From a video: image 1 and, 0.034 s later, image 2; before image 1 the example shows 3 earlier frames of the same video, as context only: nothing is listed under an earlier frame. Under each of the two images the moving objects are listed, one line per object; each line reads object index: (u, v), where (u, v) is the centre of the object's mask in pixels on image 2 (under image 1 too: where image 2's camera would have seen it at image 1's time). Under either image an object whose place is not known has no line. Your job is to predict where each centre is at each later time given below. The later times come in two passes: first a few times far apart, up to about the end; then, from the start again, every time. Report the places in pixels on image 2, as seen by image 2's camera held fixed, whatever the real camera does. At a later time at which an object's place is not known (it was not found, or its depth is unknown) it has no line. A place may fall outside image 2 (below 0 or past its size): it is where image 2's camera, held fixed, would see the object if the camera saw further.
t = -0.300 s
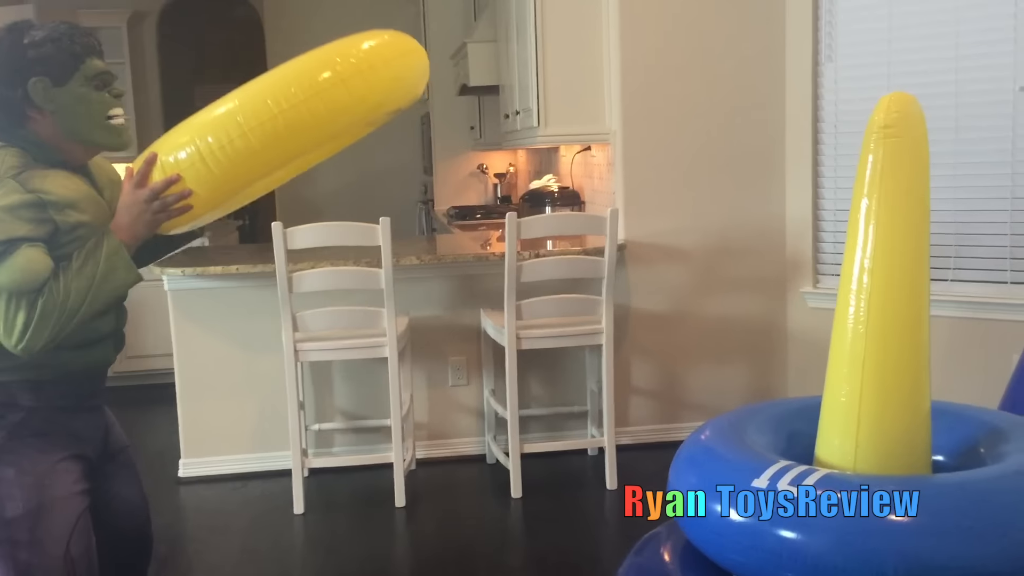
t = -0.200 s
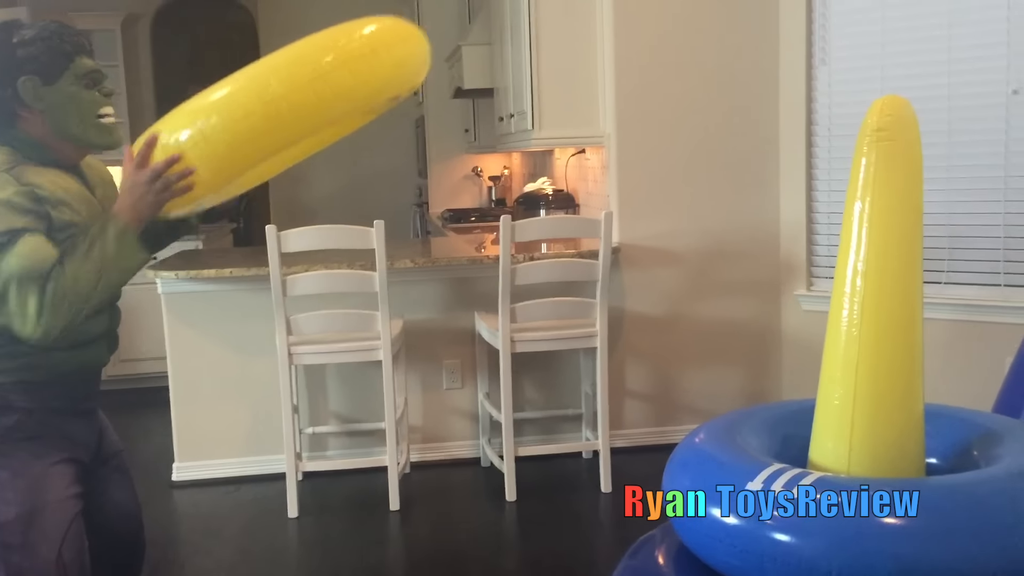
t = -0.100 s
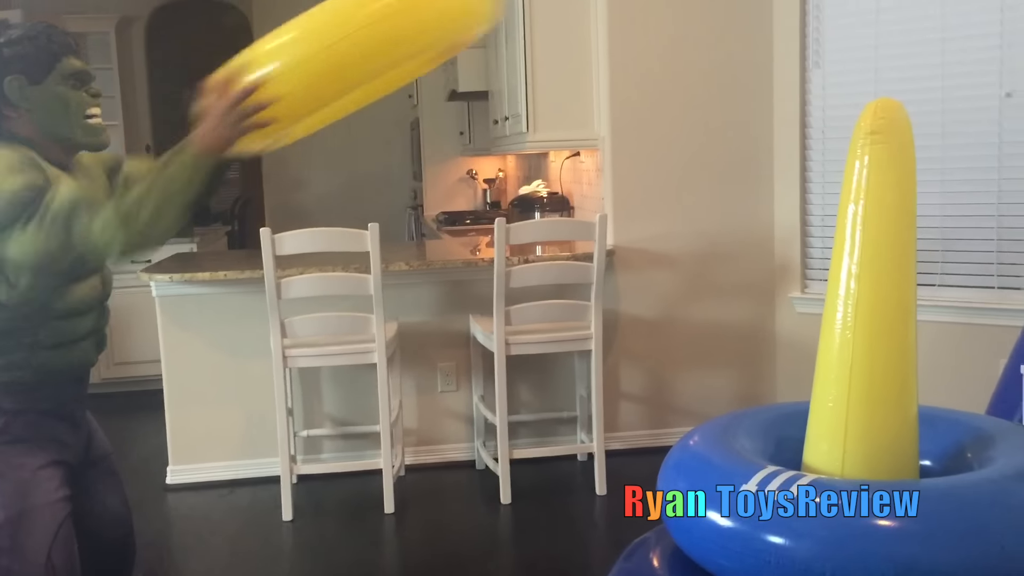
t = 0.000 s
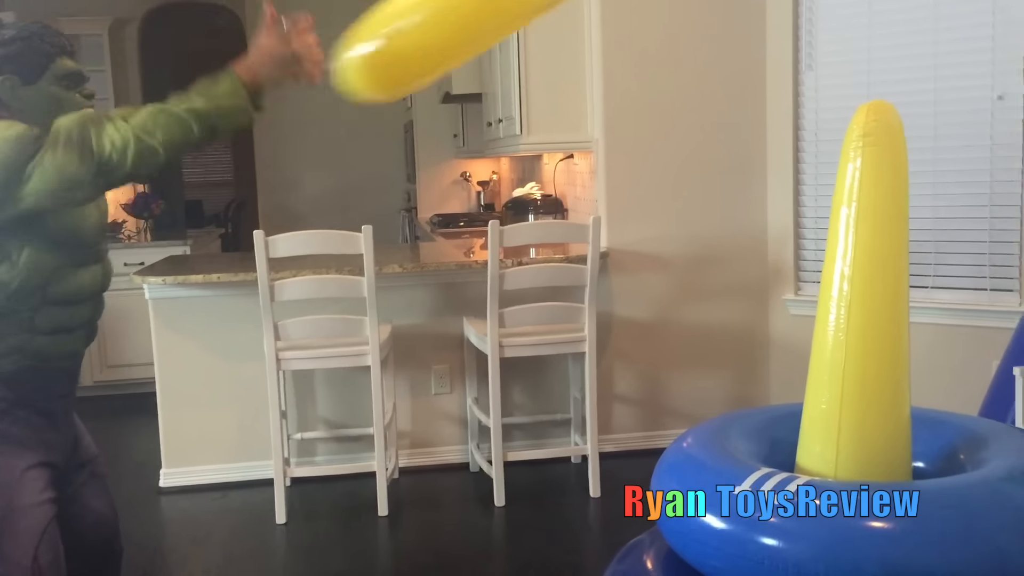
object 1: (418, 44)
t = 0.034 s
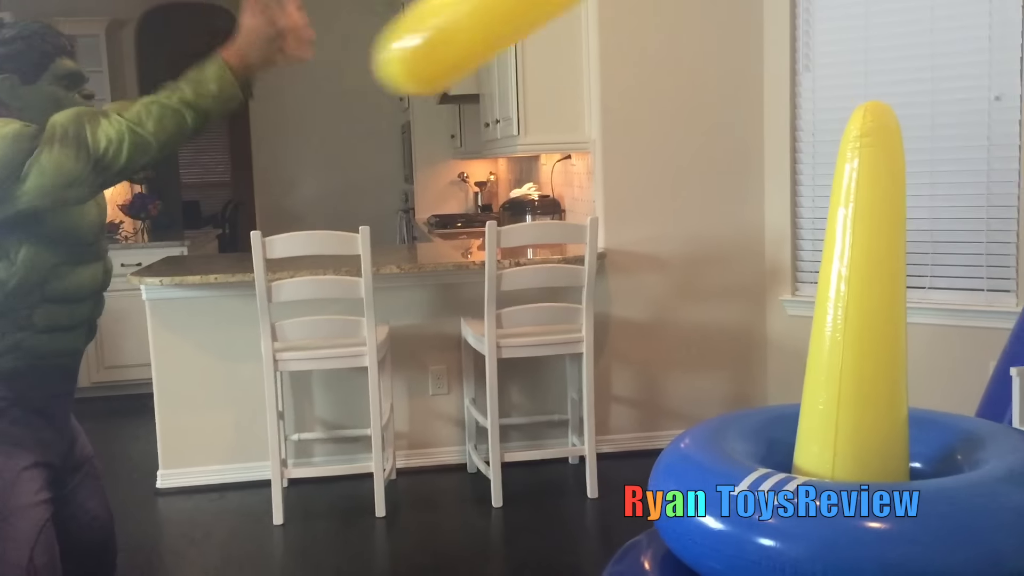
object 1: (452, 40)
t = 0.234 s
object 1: (709, 55)
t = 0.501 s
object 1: (924, 186)
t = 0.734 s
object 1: (868, 344)
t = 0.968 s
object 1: (831, 422)
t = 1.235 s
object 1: (836, 427)
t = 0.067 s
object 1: (493, 39)
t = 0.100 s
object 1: (538, 38)
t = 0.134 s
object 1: (586, 39)
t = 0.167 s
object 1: (629, 43)
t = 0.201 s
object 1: (672, 48)
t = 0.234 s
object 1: (709, 55)
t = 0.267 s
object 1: (748, 63)
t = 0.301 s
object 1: (786, 73)
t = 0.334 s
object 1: (820, 84)
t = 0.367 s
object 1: (853, 98)
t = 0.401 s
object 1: (882, 117)
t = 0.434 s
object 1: (904, 137)
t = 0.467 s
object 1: (912, 158)
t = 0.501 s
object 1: (924, 186)
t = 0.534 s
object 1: (925, 209)
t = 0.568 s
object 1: (919, 232)
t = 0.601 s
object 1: (912, 255)
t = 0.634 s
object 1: (901, 279)
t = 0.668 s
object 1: (891, 303)
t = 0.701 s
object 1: (881, 327)
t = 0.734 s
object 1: (868, 344)
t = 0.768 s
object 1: (864, 353)
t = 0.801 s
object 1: (860, 361)
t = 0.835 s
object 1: (852, 367)
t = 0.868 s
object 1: (846, 378)
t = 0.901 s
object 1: (838, 392)
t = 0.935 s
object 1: (833, 407)
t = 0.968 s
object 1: (831, 422)
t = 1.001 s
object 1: (831, 426)
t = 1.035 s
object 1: (831, 420)
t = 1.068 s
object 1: (833, 417)
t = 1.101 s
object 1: (835, 417)
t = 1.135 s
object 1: (838, 420)
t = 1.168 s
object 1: (840, 424)
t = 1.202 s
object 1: (838, 425)
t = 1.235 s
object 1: (836, 427)
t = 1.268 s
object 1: (837, 426)
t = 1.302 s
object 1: (837, 425)
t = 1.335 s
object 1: (838, 423)
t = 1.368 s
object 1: (839, 422)
